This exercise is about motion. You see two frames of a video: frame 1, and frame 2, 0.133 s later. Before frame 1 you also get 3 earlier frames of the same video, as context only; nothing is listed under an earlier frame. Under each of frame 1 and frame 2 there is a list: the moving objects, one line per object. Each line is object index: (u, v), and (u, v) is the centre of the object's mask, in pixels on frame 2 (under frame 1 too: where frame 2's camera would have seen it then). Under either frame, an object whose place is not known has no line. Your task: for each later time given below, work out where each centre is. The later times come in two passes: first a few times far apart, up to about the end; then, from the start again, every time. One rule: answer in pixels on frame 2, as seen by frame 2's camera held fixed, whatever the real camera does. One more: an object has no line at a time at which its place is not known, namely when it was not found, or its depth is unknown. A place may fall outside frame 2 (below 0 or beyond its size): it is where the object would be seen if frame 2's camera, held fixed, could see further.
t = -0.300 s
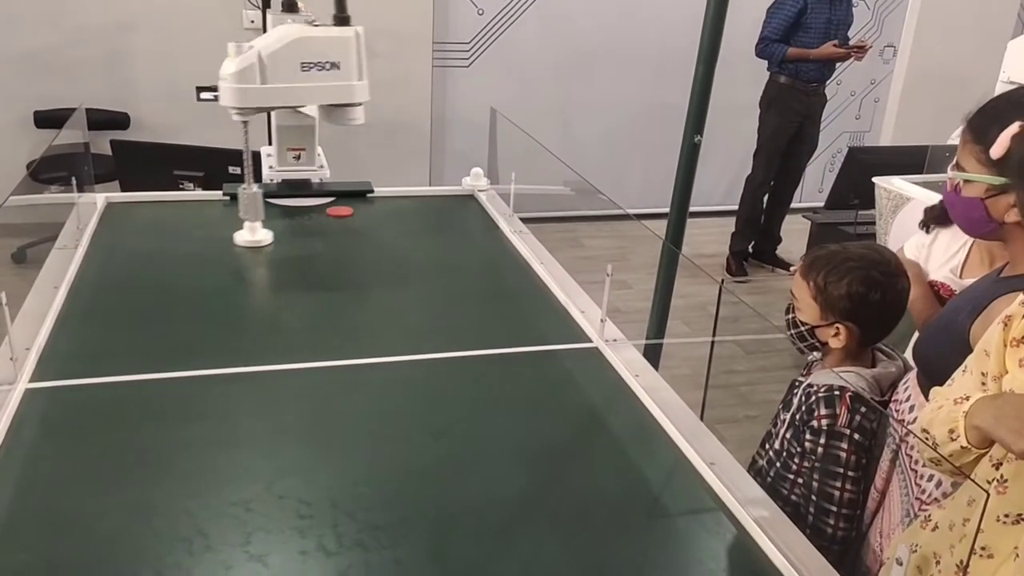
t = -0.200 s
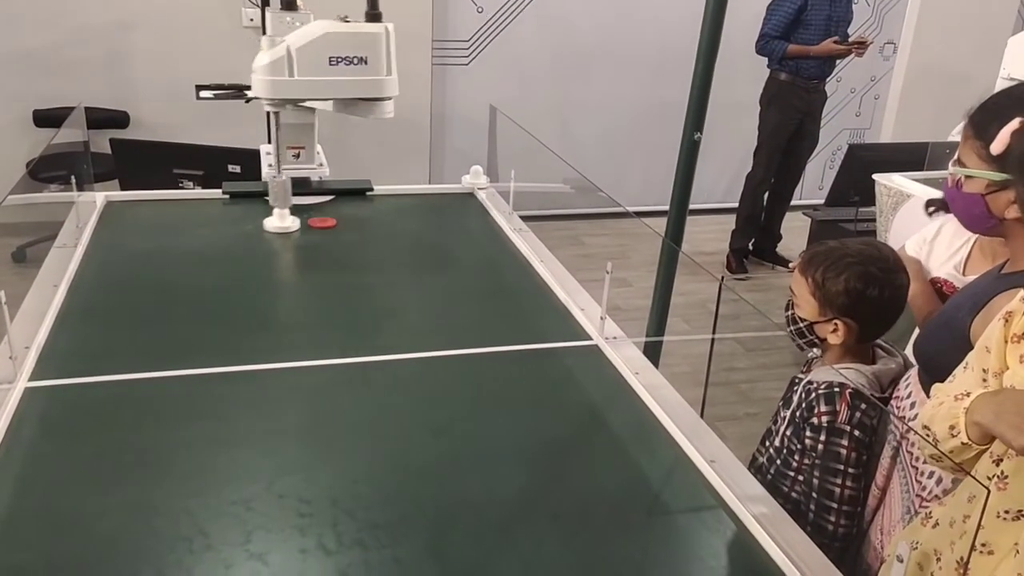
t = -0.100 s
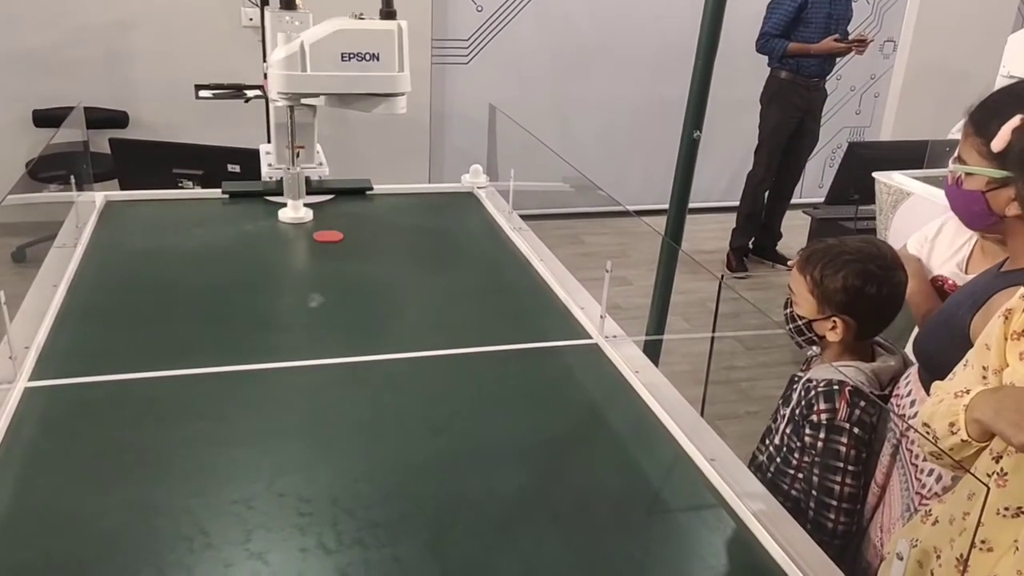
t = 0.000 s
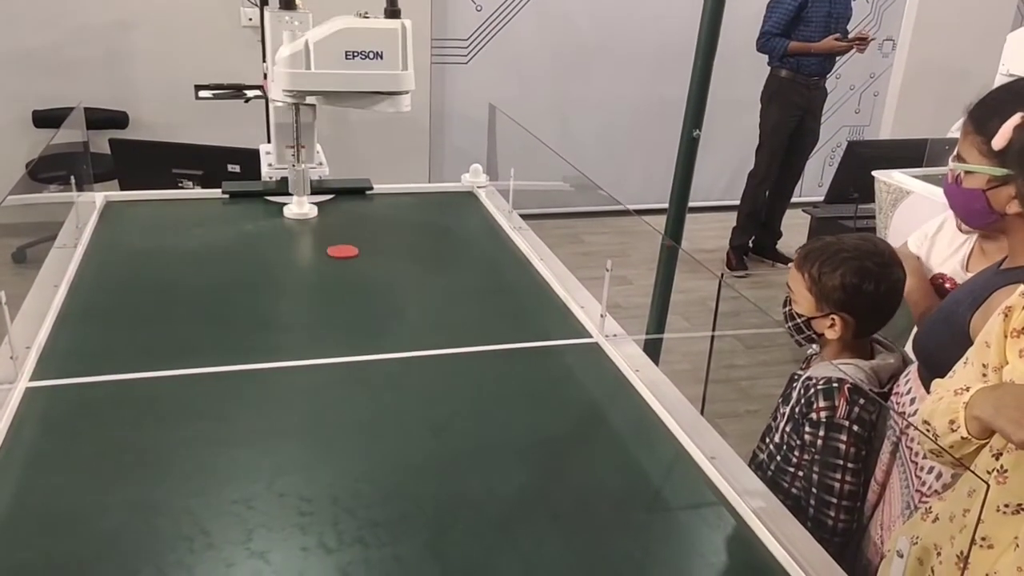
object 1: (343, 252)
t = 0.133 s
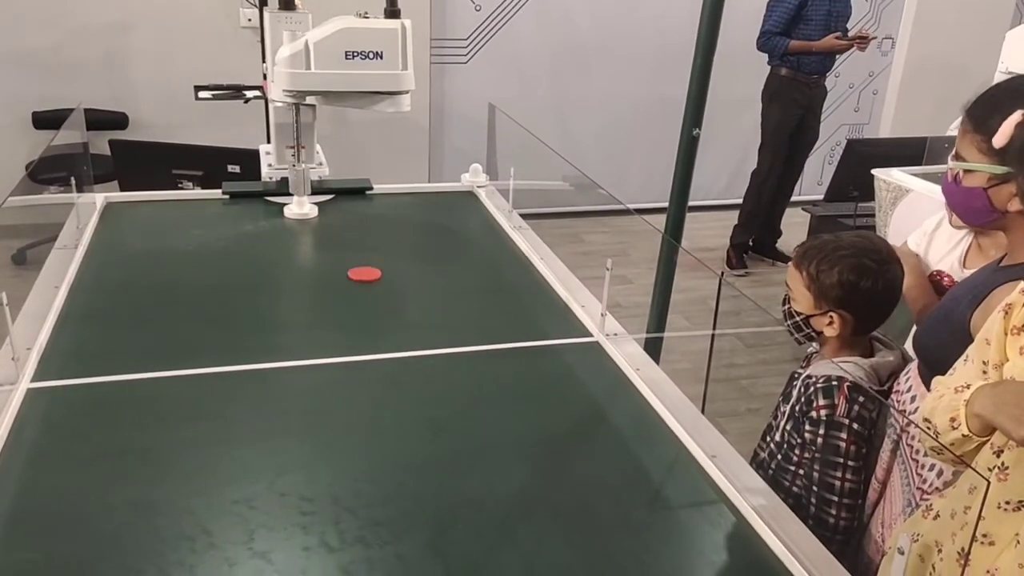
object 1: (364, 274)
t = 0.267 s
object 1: (388, 300)
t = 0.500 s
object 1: (439, 353)
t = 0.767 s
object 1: (512, 433)
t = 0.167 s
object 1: (370, 280)
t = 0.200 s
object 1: (376, 287)
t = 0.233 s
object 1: (382, 293)
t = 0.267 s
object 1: (388, 300)
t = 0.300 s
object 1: (395, 307)
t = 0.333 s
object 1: (401, 314)
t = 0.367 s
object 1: (408, 321)
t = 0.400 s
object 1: (415, 329)
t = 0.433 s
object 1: (423, 336)
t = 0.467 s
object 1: (430, 344)
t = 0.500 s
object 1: (439, 353)
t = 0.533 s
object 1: (447, 362)
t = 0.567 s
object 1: (454, 371)
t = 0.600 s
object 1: (464, 380)
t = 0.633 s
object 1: (473, 390)
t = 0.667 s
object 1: (482, 401)
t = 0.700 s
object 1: (491, 411)
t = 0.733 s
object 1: (501, 422)
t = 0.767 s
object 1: (512, 433)
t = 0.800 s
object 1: (523, 445)
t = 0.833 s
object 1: (534, 458)
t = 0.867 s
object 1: (546, 471)
